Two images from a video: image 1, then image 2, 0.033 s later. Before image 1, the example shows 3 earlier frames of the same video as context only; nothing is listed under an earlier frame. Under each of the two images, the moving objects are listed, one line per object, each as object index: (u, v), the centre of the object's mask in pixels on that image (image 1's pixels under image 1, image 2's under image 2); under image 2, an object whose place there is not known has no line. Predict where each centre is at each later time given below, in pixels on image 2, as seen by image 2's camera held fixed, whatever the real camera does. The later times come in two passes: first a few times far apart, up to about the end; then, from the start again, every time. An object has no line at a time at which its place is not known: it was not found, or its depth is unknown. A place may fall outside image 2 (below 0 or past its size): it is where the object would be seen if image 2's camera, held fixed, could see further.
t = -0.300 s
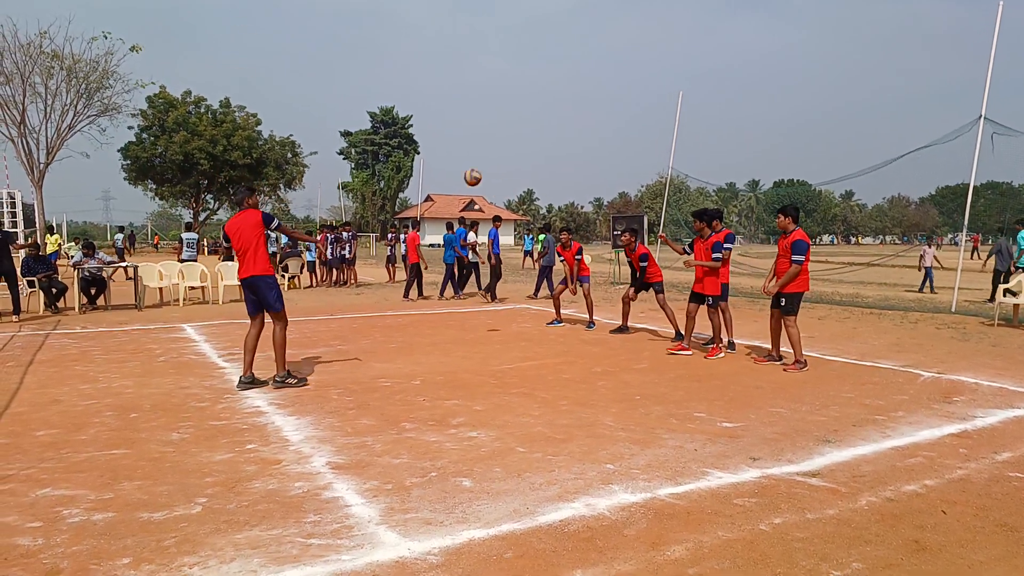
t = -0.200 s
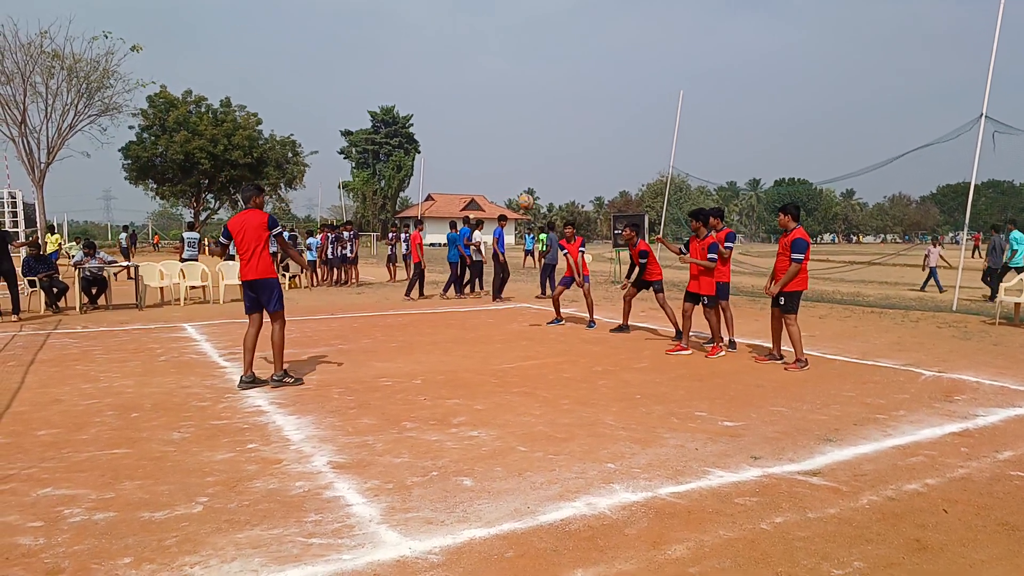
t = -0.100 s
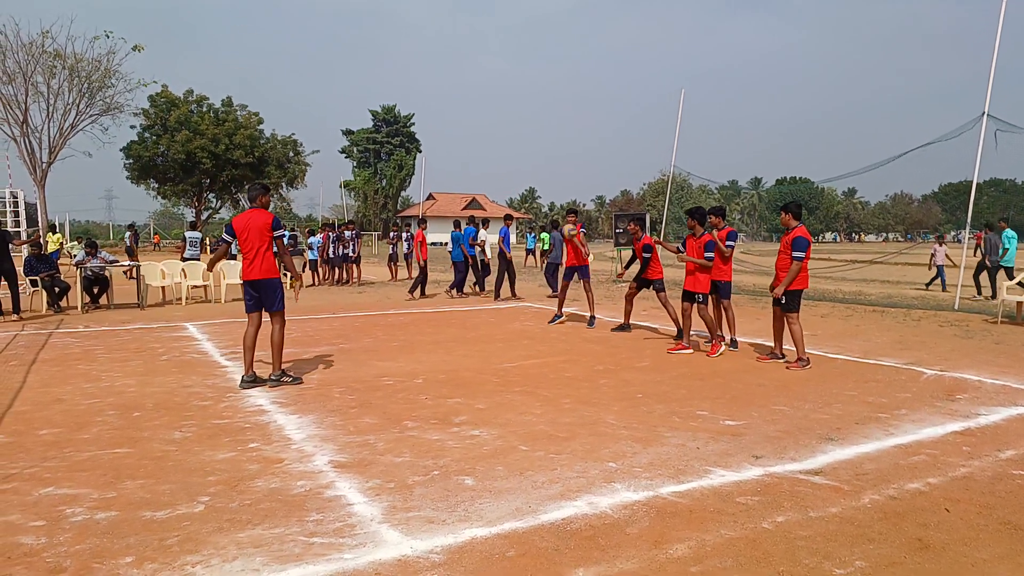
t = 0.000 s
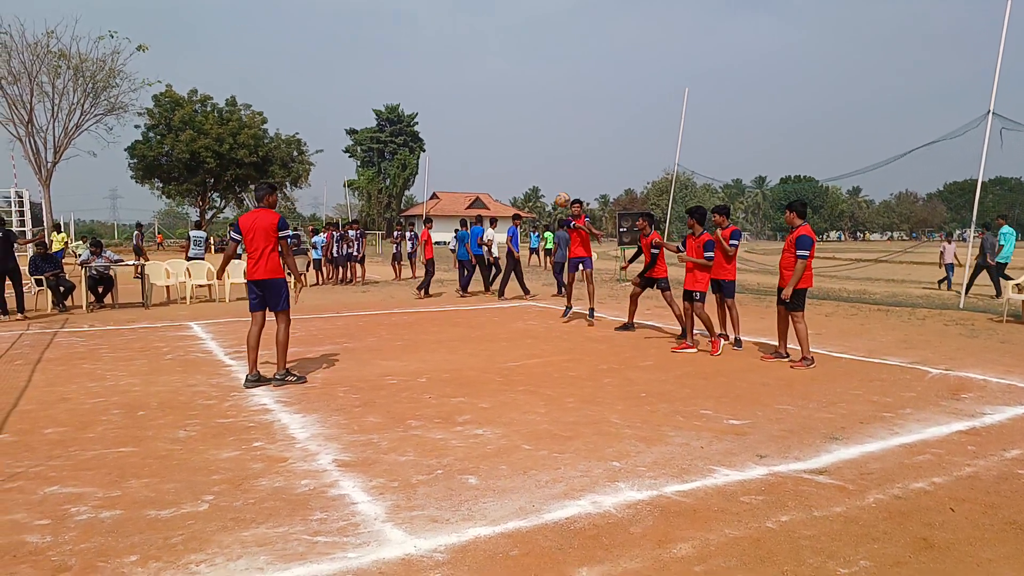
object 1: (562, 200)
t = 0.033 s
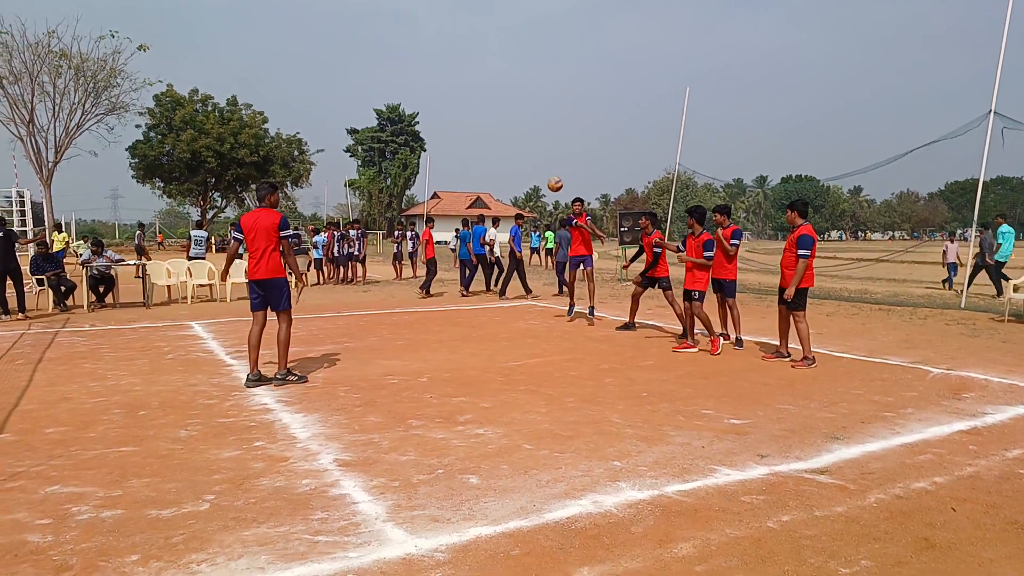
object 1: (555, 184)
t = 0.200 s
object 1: (511, 117)
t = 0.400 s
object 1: (453, 58)
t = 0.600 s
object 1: (391, 26)
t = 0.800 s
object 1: (324, 26)
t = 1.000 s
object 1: (254, 62)
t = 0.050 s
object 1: (551, 177)
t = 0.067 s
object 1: (546, 170)
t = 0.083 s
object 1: (542, 163)
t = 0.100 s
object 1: (538, 156)
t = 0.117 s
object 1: (533, 149)
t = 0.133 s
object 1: (529, 142)
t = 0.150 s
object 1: (524, 136)
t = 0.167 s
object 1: (520, 129)
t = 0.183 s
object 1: (515, 123)
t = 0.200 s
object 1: (511, 117)
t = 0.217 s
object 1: (506, 111)
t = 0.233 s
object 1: (501, 106)
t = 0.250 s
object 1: (497, 100)
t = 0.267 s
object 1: (492, 94)
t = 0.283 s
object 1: (487, 89)
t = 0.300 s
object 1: (482, 84)
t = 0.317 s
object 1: (478, 79)
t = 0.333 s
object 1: (473, 75)
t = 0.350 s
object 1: (468, 70)
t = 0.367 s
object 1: (463, 66)
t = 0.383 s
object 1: (458, 62)
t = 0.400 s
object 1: (453, 58)
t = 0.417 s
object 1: (448, 54)
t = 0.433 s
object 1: (443, 50)
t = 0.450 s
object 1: (438, 47)
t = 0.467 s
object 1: (432, 44)
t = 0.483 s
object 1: (427, 41)
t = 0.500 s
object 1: (422, 39)
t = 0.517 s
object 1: (417, 36)
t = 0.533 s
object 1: (411, 34)
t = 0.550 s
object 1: (406, 31)
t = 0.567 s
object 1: (401, 30)
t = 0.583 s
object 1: (396, 28)
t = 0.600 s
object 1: (391, 26)
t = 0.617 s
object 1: (385, 25)
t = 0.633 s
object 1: (380, 24)
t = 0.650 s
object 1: (374, 23)
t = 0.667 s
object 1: (369, 23)
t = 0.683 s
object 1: (363, 22)
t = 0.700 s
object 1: (358, 22)
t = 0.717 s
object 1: (352, 22)
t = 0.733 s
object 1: (346, 23)
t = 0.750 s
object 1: (341, 23)
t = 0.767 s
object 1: (335, 24)
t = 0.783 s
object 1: (329, 25)
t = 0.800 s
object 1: (324, 26)
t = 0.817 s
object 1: (318, 28)
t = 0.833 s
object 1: (312, 30)
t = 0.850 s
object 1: (307, 32)
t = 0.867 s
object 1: (301, 34)
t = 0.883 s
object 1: (295, 37)
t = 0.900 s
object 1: (289, 40)
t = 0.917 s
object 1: (284, 43)
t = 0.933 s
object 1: (278, 46)
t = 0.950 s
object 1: (272, 50)
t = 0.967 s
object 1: (266, 54)
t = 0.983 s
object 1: (260, 58)
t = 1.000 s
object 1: (254, 62)
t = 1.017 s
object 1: (248, 67)
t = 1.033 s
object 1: (242, 72)
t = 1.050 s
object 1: (236, 77)
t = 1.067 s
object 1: (230, 83)
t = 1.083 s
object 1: (224, 88)
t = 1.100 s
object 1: (218, 94)
